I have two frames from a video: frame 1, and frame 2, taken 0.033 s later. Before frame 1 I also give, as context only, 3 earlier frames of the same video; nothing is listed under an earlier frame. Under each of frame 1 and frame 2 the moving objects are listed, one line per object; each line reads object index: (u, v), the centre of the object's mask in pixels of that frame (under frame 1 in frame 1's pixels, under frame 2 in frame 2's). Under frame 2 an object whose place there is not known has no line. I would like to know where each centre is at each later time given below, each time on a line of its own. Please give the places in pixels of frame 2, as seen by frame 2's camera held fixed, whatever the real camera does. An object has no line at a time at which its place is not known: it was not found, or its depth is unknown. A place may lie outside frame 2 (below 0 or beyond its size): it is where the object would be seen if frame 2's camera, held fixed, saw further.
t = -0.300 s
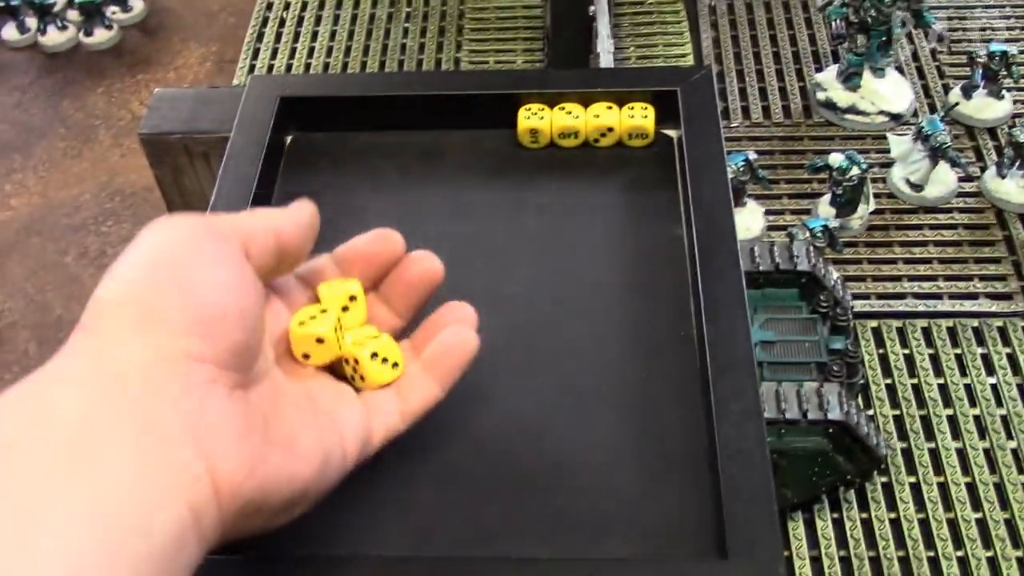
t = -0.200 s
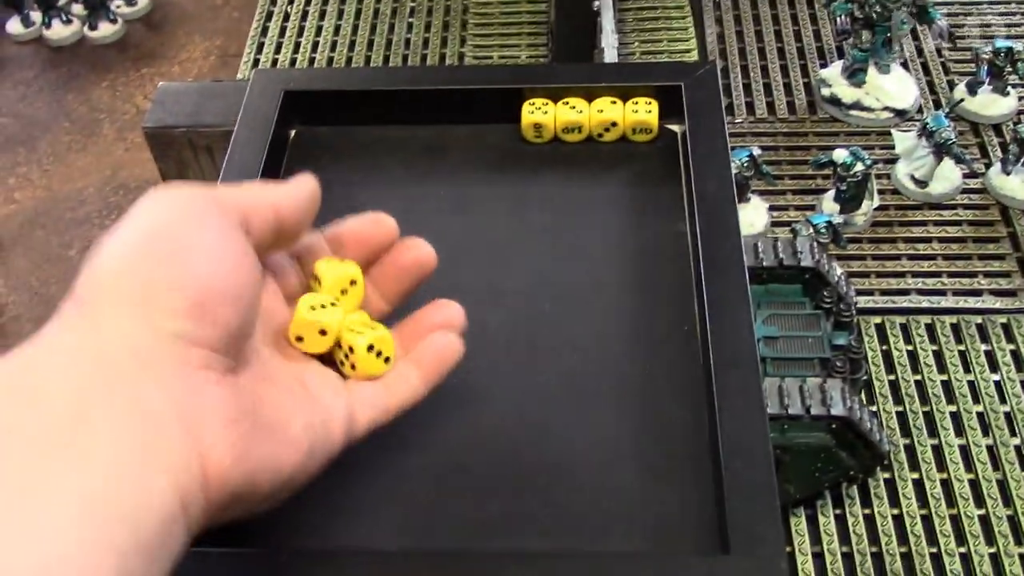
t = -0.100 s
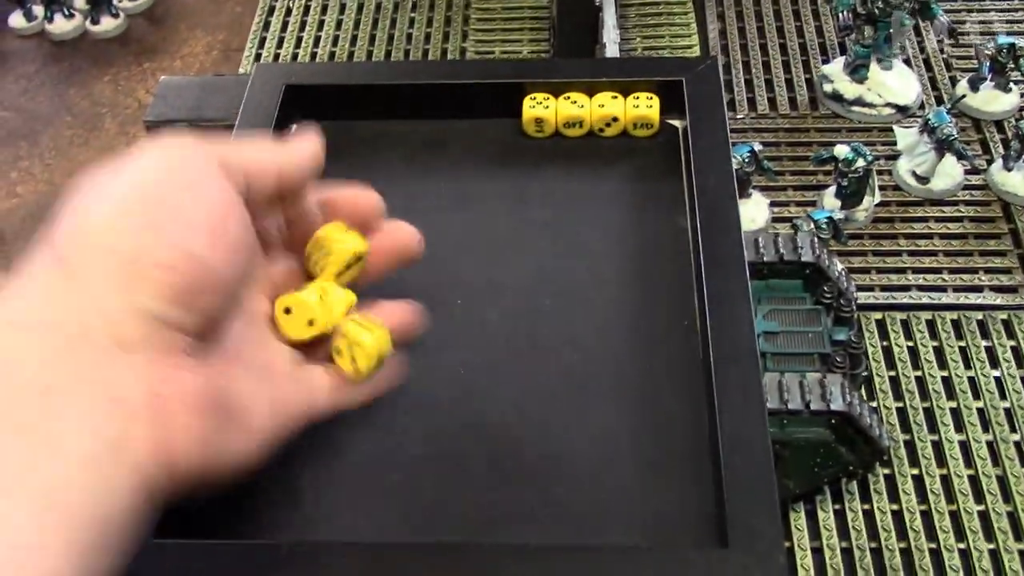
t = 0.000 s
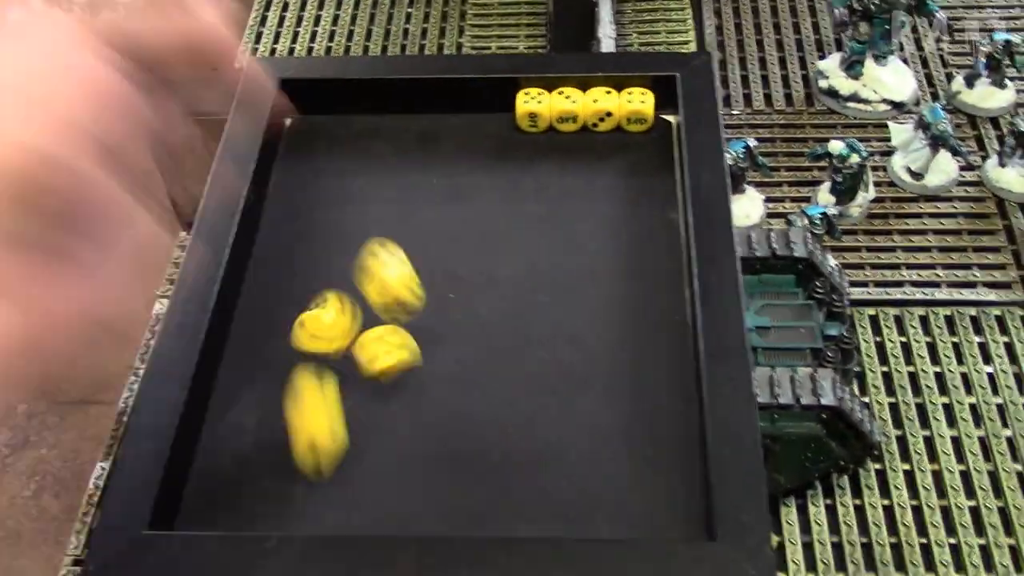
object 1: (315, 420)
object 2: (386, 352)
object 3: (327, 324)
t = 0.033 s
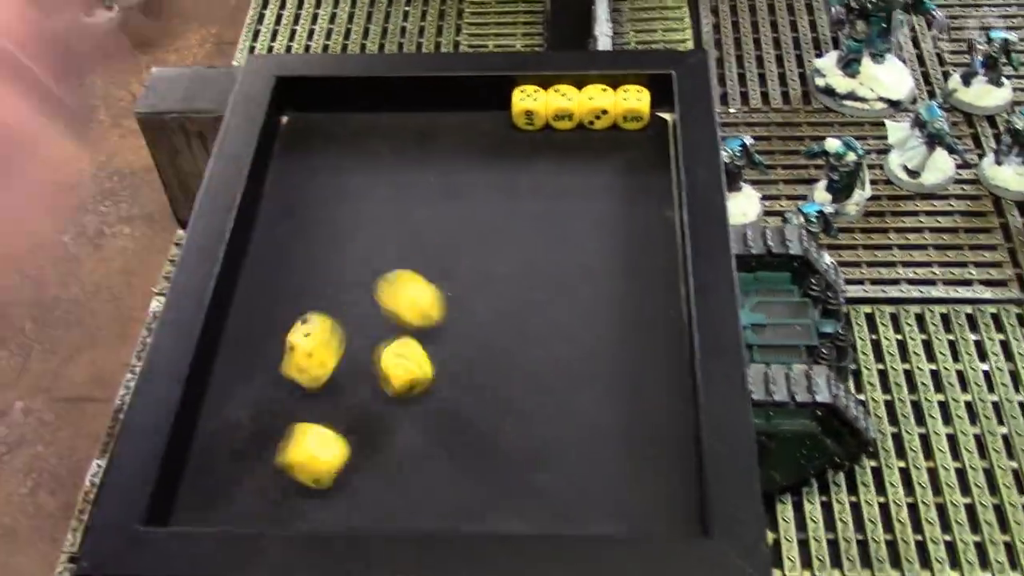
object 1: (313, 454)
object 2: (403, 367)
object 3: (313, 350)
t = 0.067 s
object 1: (296, 457)
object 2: (416, 366)
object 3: (299, 348)
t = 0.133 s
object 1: (282, 494)
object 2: (440, 383)
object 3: (288, 335)
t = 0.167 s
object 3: (281, 332)
